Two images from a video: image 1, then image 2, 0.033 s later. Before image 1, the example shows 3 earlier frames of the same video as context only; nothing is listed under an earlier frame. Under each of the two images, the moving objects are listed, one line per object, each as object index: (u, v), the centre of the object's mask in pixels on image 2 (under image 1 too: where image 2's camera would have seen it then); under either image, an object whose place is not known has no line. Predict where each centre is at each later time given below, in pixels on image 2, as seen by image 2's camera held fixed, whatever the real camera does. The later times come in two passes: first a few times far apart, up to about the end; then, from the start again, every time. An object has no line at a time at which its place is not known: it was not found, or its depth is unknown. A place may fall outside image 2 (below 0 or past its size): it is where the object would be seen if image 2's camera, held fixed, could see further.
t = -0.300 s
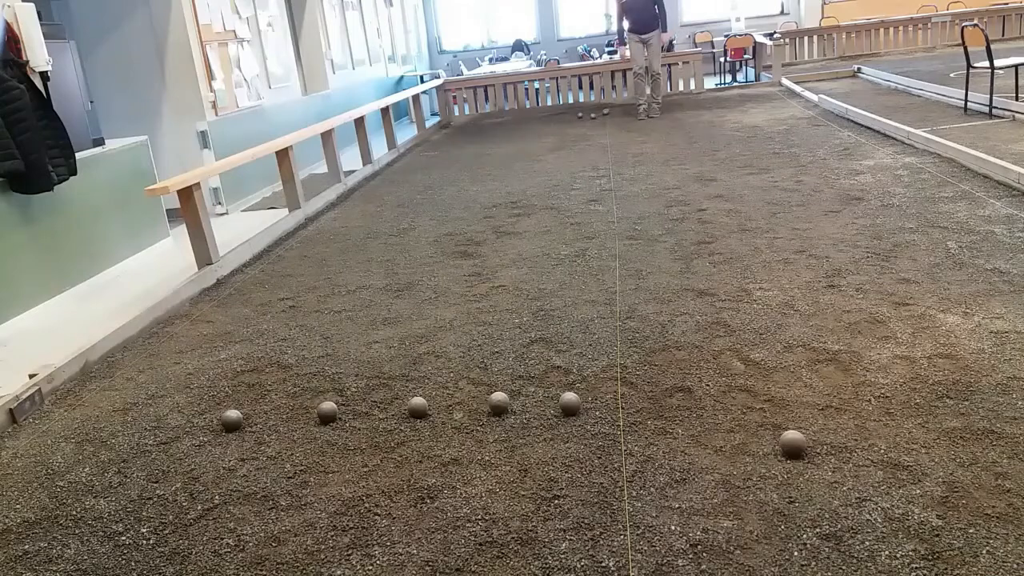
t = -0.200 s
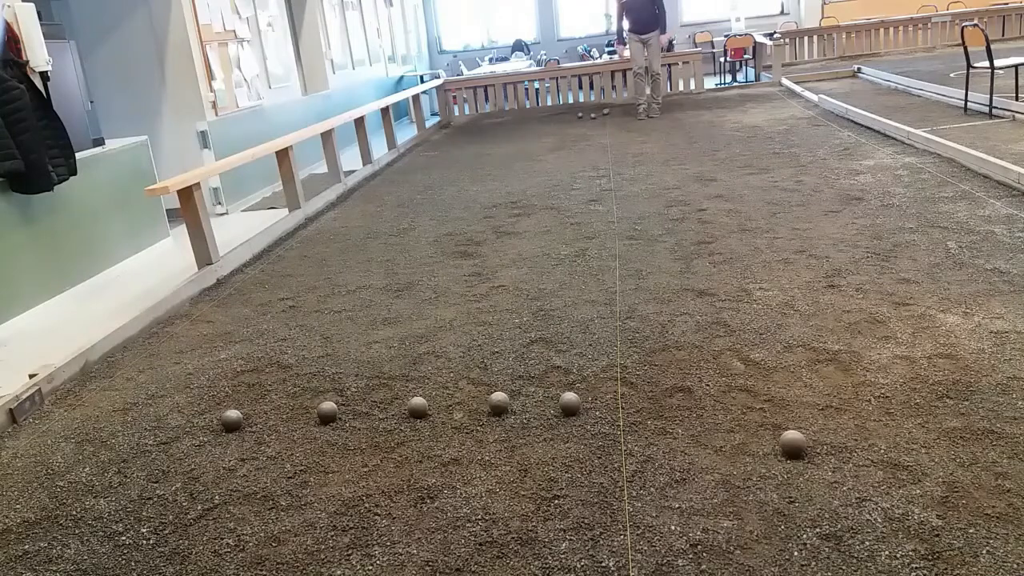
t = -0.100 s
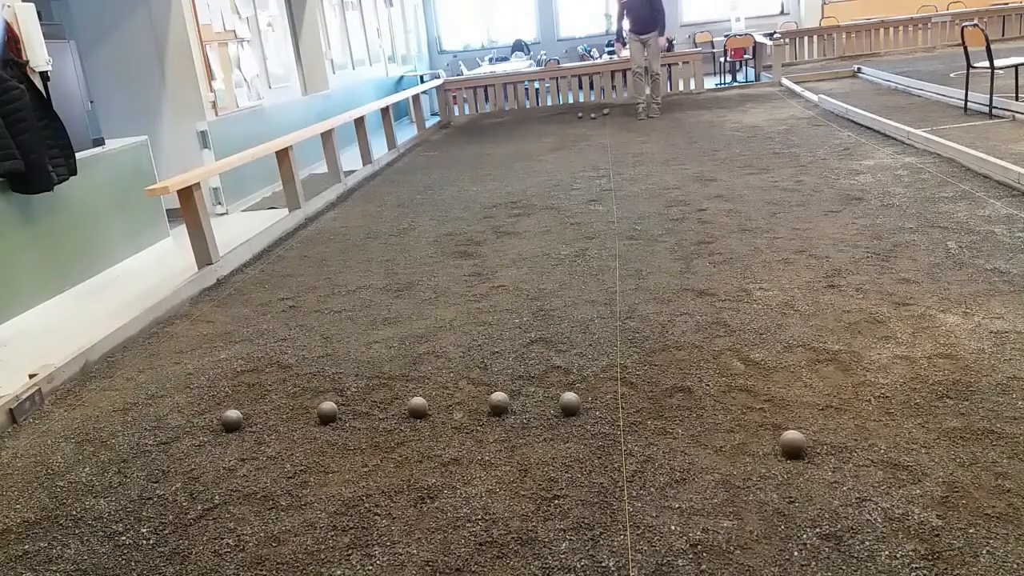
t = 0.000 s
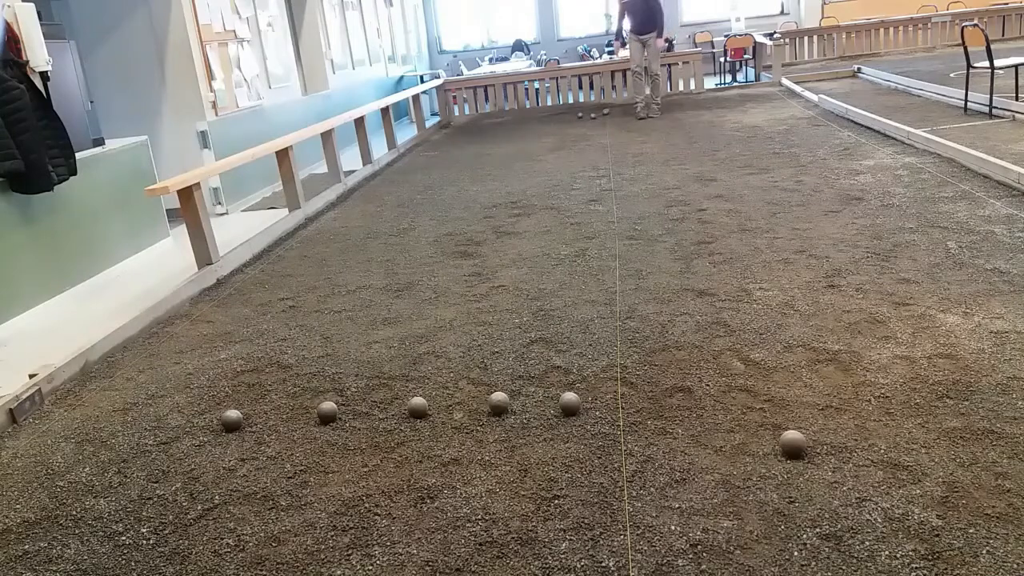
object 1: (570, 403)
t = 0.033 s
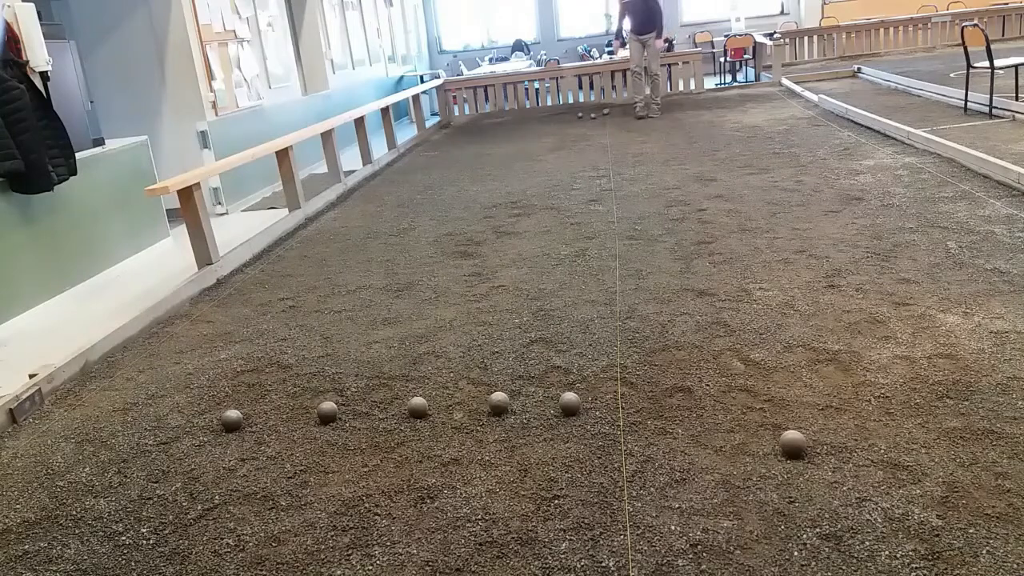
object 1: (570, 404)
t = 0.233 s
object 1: (570, 403)
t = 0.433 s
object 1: (570, 404)
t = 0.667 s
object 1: (574, 419)
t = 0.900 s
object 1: (579, 436)
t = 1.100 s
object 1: (581, 449)
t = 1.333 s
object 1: (583, 460)
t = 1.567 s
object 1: (585, 472)
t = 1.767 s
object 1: (588, 479)
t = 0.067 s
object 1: (570, 403)
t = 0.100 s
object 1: (570, 403)
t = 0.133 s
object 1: (570, 403)
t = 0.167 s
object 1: (570, 403)
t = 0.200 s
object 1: (570, 403)
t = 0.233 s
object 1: (570, 403)
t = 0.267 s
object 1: (570, 403)
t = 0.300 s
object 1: (570, 403)
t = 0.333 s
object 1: (570, 403)
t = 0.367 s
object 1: (570, 403)
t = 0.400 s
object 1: (570, 403)
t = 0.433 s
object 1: (570, 404)
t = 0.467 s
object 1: (570, 404)
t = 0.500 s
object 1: (570, 405)
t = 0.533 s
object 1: (571, 406)
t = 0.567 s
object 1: (571, 412)
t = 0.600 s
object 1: (571, 413)
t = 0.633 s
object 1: (574, 416)
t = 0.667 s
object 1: (574, 419)
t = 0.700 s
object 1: (575, 422)
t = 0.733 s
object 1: (576, 424)
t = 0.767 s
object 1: (576, 427)
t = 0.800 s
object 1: (577, 427)
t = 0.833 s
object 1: (577, 431)
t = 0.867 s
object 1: (578, 433)
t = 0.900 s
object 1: (579, 436)
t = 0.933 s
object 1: (579, 437)
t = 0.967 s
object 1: (580, 440)
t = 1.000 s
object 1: (580, 442)
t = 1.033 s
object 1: (580, 445)
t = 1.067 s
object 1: (580, 446)
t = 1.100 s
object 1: (581, 449)
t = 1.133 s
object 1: (581, 451)
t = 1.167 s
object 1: (581, 453)
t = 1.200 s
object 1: (581, 455)
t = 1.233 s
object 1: (582, 456)
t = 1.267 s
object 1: (582, 457)
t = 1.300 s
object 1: (583, 460)
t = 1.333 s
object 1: (583, 460)
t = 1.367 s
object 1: (583, 462)
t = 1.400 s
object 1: (583, 463)
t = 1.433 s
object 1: (584, 466)
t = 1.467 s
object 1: (584, 467)
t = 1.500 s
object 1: (584, 468)
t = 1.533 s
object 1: (584, 470)
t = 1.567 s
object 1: (585, 472)
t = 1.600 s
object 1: (585, 473)
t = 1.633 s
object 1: (586, 475)
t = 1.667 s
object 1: (586, 476)
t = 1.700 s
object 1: (587, 478)
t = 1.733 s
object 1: (588, 478)
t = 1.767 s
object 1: (588, 479)
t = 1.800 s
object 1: (589, 480)
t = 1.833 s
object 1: (590, 482)
